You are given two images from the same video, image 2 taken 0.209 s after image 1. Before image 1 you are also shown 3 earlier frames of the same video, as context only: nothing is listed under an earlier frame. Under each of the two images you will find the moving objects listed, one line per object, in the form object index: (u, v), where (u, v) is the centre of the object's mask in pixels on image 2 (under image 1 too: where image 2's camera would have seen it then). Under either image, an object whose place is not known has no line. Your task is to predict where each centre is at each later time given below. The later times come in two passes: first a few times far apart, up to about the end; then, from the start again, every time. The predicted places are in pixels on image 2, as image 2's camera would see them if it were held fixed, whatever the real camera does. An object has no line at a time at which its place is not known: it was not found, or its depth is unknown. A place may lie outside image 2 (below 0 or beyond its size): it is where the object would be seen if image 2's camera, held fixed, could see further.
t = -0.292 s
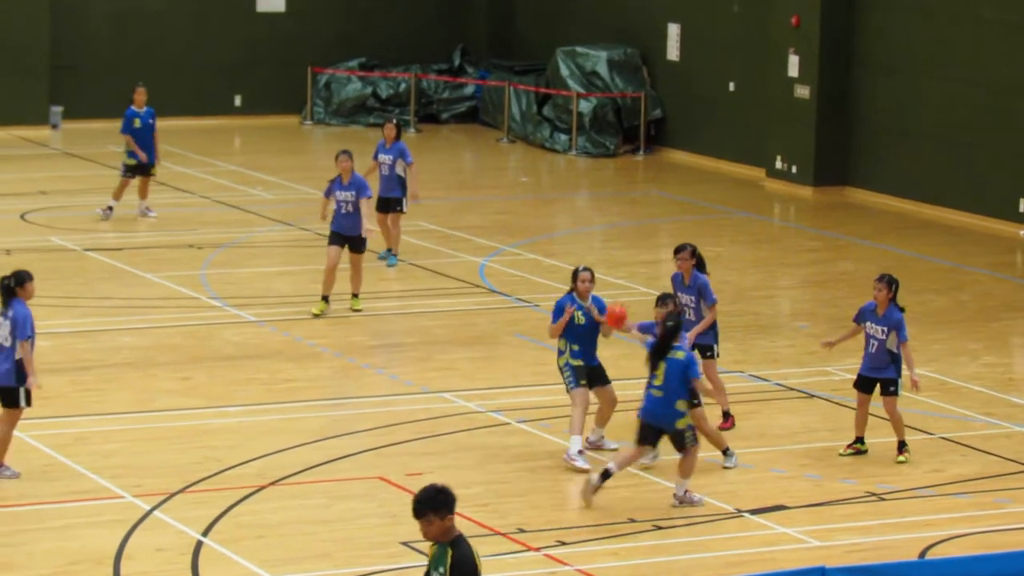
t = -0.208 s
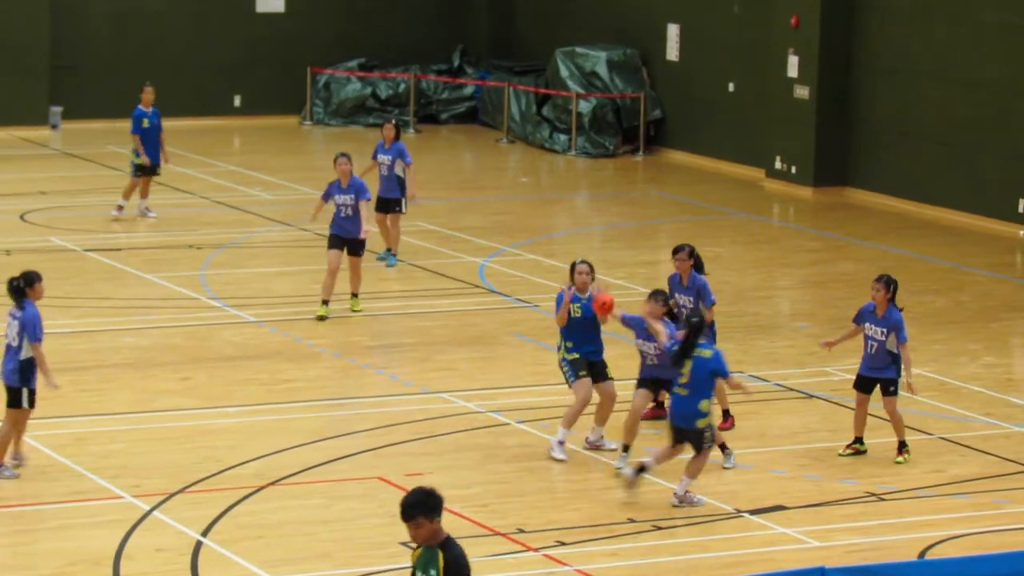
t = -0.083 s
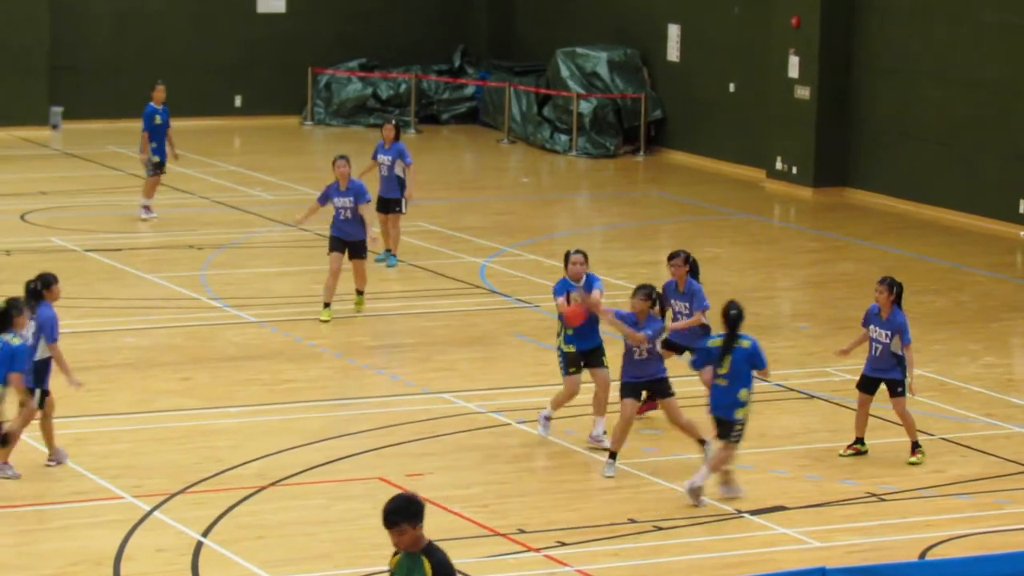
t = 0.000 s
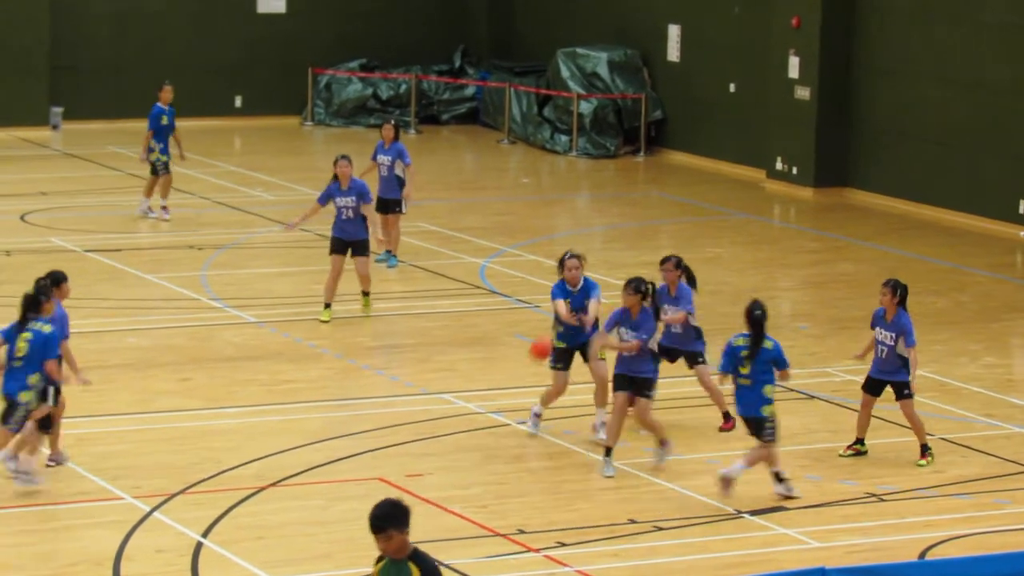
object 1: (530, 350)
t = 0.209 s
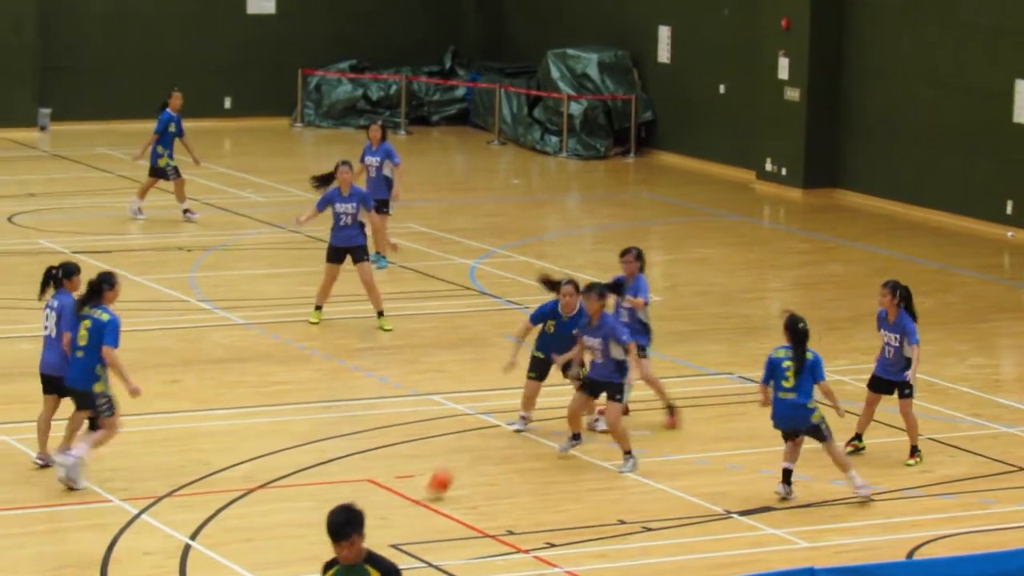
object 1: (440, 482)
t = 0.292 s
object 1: (420, 463)
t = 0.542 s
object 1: (364, 406)
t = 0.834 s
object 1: (293, 445)
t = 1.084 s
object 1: (227, 542)
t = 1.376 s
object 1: (153, 513)
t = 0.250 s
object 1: (428, 480)
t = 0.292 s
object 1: (420, 463)
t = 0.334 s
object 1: (410, 448)
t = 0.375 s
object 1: (401, 436)
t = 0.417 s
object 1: (392, 424)
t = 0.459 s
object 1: (384, 416)
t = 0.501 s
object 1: (374, 410)
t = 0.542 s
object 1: (364, 406)
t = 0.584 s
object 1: (354, 405)
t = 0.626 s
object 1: (344, 406)
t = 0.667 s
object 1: (335, 408)
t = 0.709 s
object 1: (324, 414)
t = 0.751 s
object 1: (314, 422)
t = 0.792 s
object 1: (303, 433)
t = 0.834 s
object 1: (293, 445)
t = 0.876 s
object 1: (282, 461)
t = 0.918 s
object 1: (270, 480)
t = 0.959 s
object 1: (260, 502)
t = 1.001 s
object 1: (249, 526)
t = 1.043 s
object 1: (237, 552)
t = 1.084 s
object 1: (227, 542)
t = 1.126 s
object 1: (217, 531)
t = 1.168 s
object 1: (206, 522)
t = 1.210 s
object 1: (196, 515)
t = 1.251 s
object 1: (185, 511)
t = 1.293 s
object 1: (175, 509)
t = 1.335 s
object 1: (163, 510)
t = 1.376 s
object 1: (153, 513)
